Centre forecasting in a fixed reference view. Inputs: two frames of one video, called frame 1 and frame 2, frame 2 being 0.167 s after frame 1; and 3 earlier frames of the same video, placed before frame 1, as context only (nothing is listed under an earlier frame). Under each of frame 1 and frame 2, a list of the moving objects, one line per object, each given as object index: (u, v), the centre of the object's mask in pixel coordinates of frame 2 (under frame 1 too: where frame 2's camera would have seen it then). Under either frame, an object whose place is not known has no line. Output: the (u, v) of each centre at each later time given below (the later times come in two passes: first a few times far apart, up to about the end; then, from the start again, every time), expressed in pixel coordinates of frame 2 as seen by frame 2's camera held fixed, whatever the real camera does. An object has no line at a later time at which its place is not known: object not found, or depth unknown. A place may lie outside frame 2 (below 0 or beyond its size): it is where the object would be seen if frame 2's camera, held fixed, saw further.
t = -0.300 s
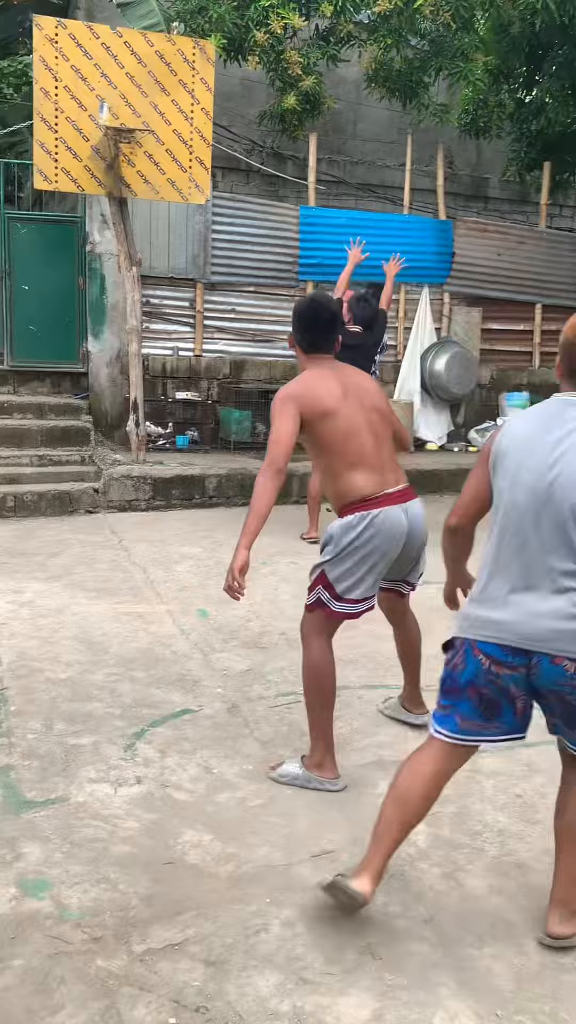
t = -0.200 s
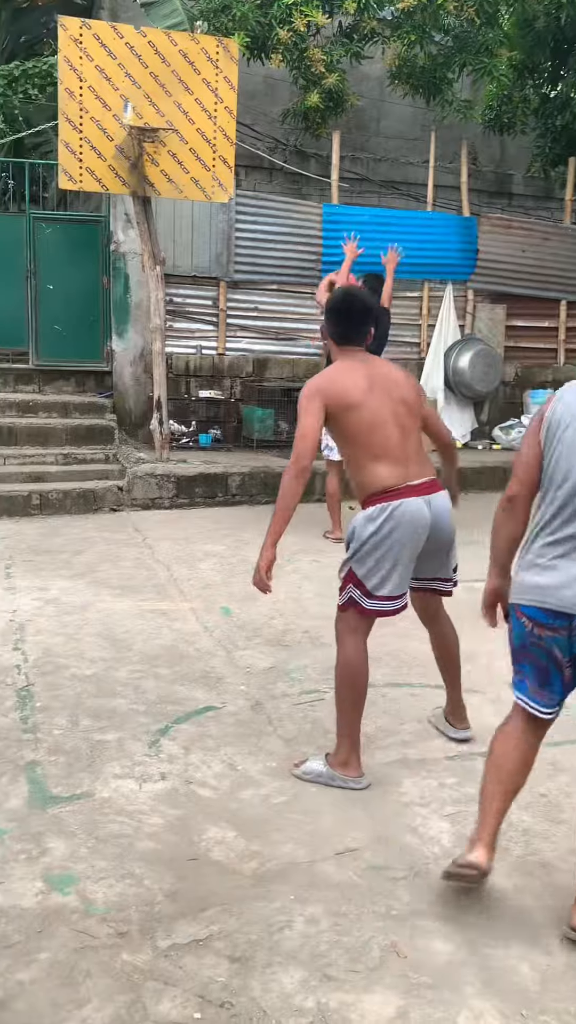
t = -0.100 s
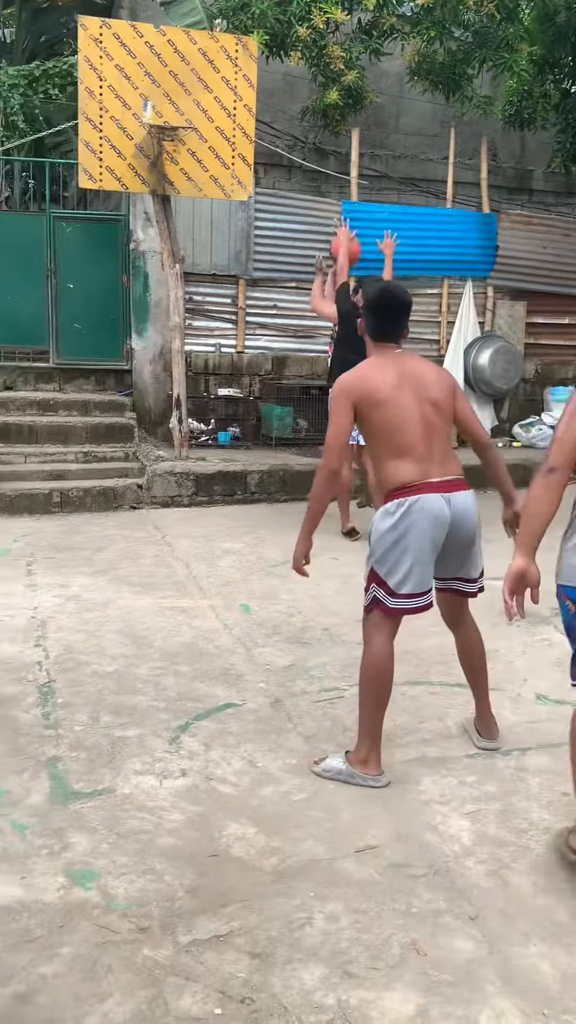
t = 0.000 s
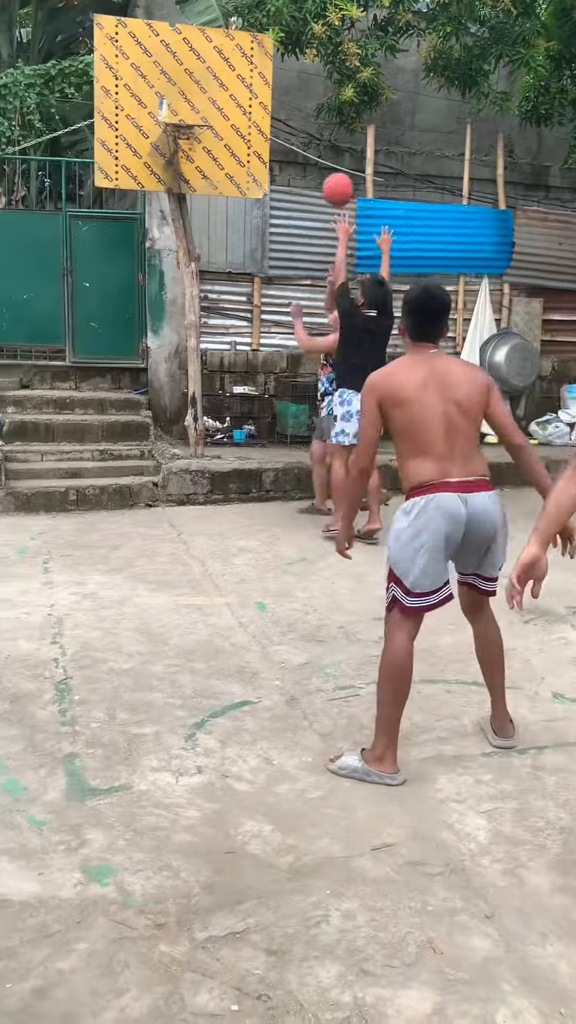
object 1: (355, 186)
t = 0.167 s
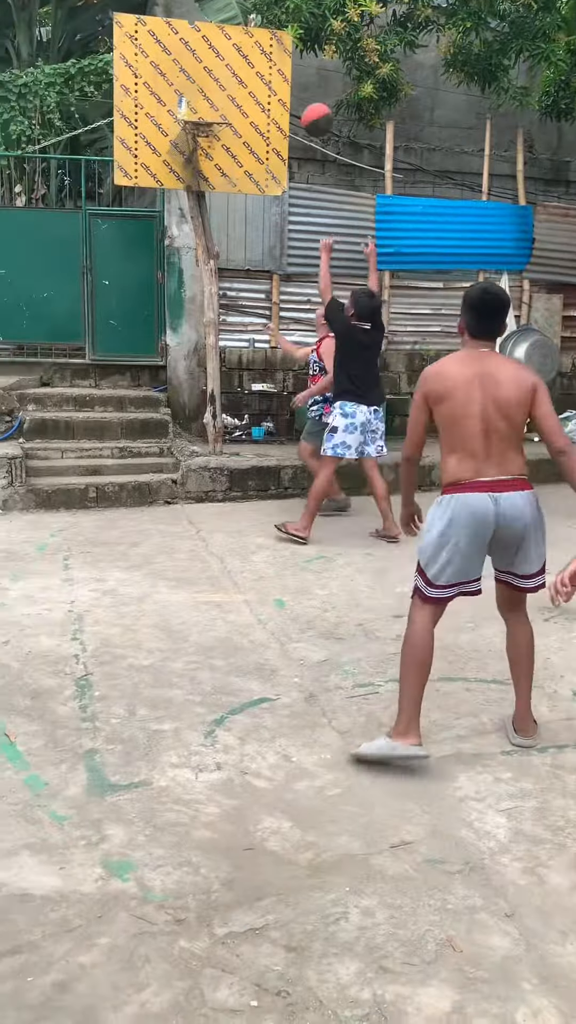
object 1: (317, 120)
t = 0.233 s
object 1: (301, 104)
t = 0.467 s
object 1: (250, 99)
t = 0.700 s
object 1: (256, 93)
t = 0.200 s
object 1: (309, 111)
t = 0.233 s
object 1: (301, 104)
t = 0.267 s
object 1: (293, 100)
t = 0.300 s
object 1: (285, 96)
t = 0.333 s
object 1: (277, 94)
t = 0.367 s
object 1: (269, 93)
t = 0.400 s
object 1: (262, 94)
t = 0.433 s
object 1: (256, 96)
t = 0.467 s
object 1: (250, 99)
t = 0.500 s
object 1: (244, 103)
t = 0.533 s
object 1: (239, 109)
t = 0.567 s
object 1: (240, 107)
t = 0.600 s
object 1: (244, 101)
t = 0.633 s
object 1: (248, 97)
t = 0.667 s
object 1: (252, 95)
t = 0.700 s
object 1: (256, 93)
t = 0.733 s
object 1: (260, 93)
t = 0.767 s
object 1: (264, 95)
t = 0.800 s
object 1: (268, 98)
